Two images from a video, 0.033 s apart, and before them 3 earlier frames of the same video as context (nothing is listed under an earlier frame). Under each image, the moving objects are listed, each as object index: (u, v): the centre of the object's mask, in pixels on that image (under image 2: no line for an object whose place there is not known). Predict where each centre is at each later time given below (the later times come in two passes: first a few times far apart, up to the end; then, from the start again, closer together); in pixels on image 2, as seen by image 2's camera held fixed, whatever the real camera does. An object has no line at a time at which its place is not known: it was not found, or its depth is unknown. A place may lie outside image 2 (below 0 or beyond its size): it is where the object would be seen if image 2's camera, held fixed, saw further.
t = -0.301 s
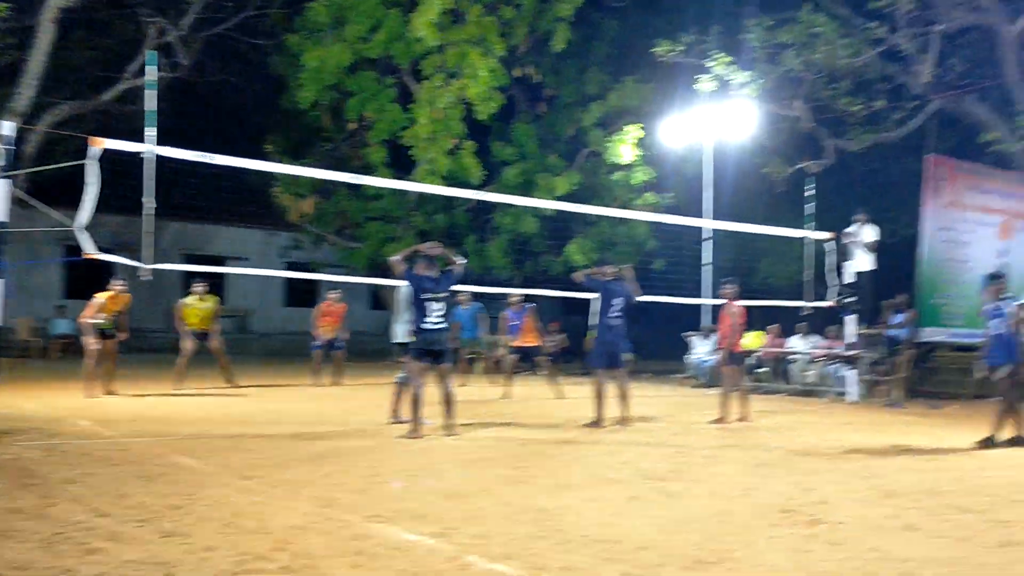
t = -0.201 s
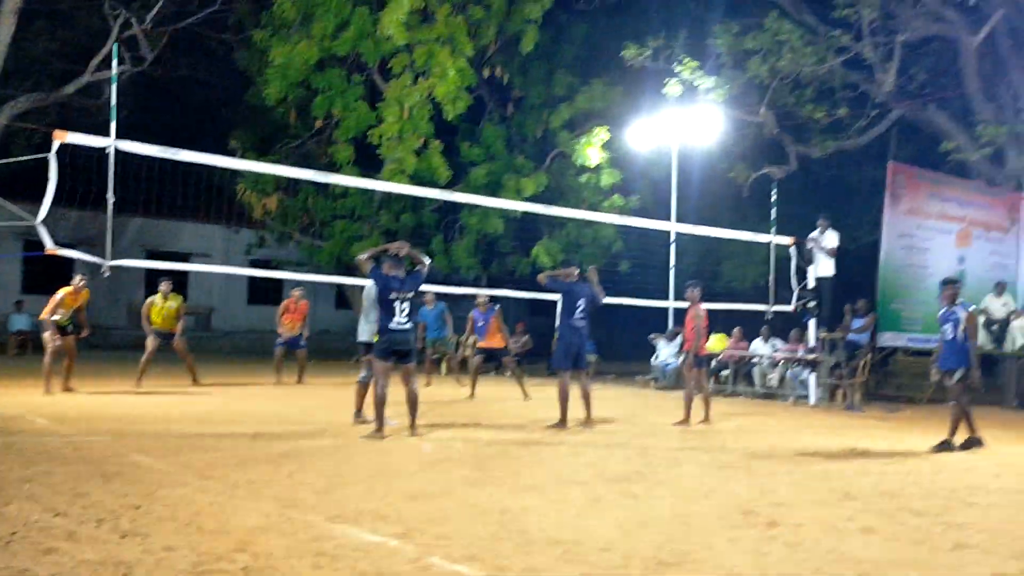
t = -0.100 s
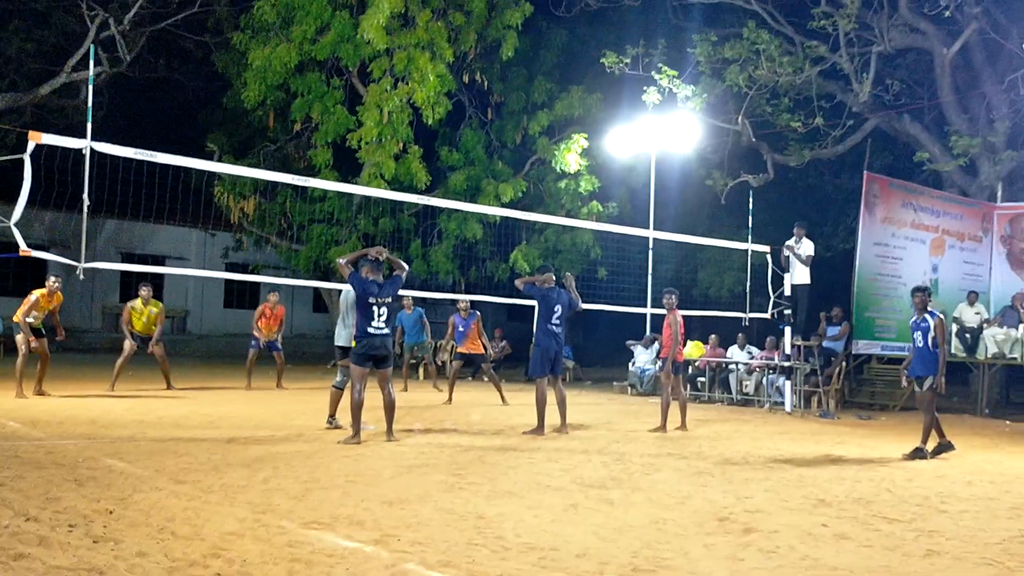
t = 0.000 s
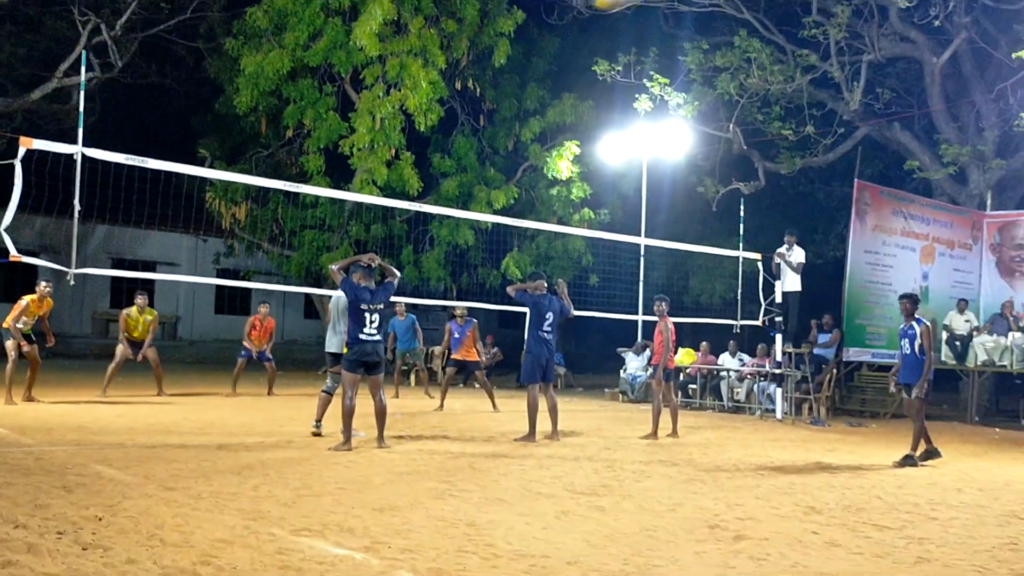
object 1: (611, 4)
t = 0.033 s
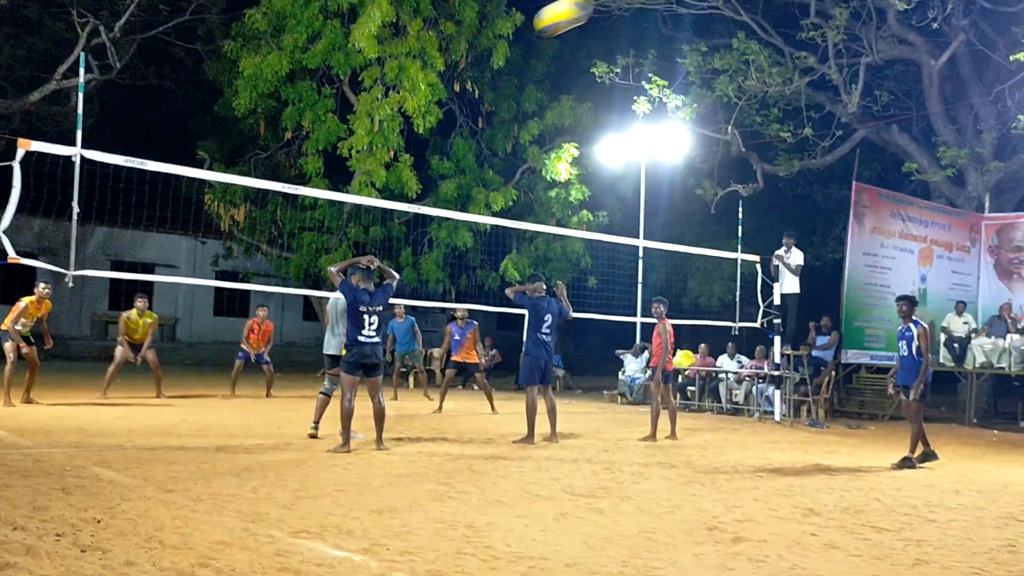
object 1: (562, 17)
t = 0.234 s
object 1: (342, 127)
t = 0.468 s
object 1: (209, 242)
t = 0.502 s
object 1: (195, 258)
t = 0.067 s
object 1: (513, 35)
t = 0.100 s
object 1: (468, 56)
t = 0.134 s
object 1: (432, 73)
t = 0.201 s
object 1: (367, 110)
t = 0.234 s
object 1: (342, 127)
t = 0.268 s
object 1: (317, 144)
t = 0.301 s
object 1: (295, 161)
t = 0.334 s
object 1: (277, 175)
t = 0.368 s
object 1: (256, 196)
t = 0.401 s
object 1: (239, 210)
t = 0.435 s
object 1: (223, 227)
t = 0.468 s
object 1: (209, 242)
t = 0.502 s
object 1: (195, 258)
